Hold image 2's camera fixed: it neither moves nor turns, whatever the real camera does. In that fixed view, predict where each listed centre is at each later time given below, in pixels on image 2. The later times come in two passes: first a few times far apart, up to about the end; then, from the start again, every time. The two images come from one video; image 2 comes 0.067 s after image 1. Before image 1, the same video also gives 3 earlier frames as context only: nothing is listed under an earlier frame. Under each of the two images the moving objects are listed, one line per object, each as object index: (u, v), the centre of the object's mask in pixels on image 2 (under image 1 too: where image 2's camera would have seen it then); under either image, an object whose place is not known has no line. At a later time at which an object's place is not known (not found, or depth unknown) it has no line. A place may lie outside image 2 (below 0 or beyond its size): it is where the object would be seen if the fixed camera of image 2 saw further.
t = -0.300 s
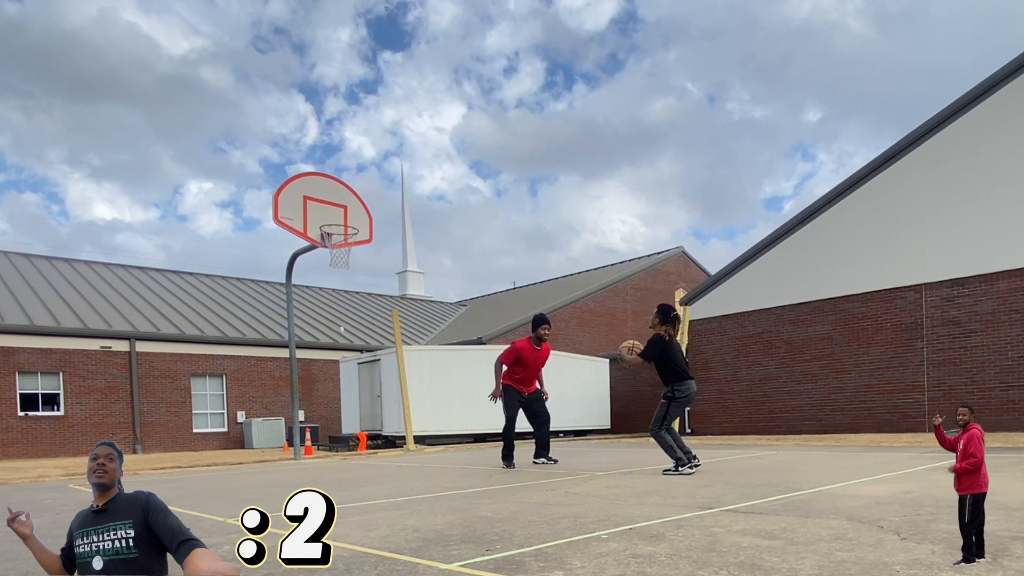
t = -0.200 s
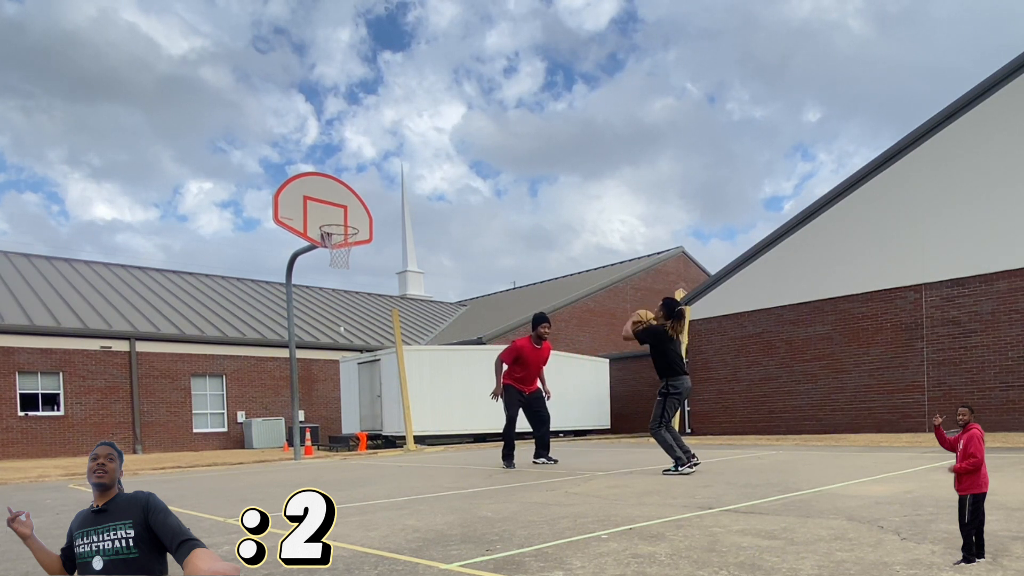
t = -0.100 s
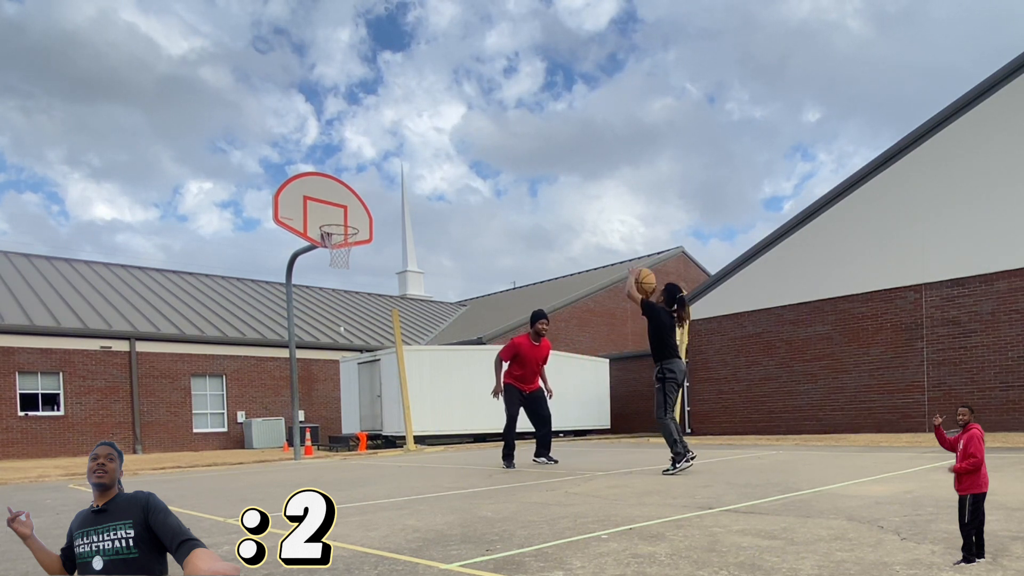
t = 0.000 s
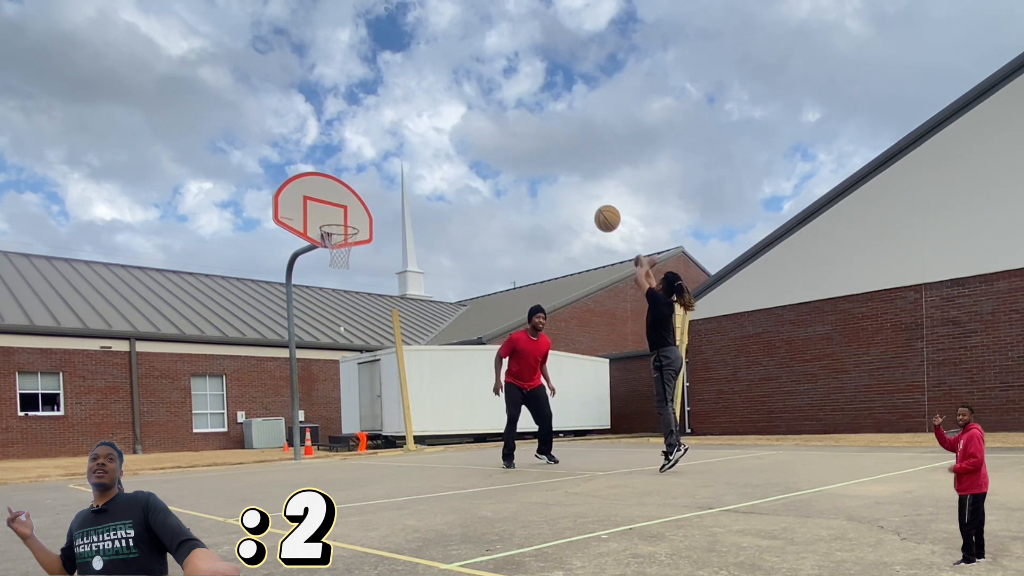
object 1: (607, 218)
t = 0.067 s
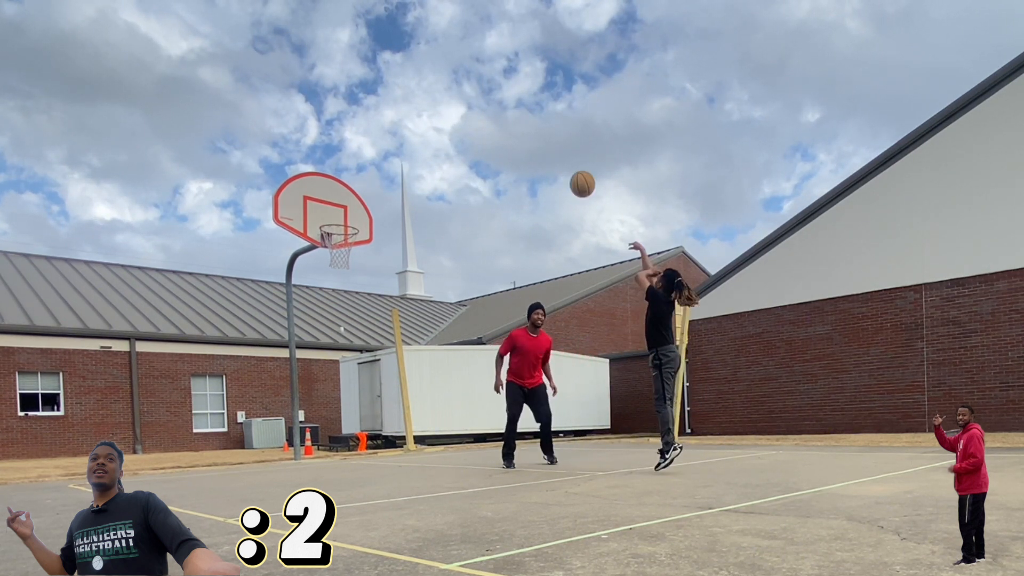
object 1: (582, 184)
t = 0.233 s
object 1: (527, 125)
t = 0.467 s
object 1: (463, 97)
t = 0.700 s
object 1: (413, 120)
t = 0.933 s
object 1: (372, 181)
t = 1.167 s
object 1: (331, 206)
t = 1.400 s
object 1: (316, 180)
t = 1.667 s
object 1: (304, 199)
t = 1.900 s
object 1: (294, 267)
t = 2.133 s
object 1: (285, 391)
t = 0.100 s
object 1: (570, 169)
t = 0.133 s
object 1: (559, 156)
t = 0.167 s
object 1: (548, 144)
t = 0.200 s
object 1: (537, 134)
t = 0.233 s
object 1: (527, 125)
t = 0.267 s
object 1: (517, 117)
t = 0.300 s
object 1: (507, 111)
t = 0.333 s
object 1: (498, 106)
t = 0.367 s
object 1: (489, 102)
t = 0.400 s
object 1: (480, 100)
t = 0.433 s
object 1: (472, 98)
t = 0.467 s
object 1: (463, 97)
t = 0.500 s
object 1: (455, 98)
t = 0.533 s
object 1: (448, 99)
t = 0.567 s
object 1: (440, 102)
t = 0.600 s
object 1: (433, 105)
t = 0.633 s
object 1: (426, 109)
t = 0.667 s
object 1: (419, 114)
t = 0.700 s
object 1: (413, 120)
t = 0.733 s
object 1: (406, 127)
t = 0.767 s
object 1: (400, 134)
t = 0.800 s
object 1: (394, 142)
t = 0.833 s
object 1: (388, 151)
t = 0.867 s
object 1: (382, 160)
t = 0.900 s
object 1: (377, 170)
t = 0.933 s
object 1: (372, 181)
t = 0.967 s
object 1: (366, 192)
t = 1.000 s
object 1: (361, 204)
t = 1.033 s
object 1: (357, 216)
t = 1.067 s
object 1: (352, 224)
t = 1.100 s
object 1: (345, 217)
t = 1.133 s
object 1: (338, 211)
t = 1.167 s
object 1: (331, 206)
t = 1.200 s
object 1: (325, 202)
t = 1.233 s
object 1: (324, 196)
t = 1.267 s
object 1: (322, 191)
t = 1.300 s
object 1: (321, 187)
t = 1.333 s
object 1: (319, 184)
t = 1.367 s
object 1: (317, 182)
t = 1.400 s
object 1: (316, 180)
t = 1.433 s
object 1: (314, 179)
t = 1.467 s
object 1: (313, 179)
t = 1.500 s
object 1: (311, 180)
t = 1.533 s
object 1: (310, 182)
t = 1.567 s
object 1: (308, 185)
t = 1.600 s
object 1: (307, 188)
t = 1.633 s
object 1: (305, 193)
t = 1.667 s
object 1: (304, 199)
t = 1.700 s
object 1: (302, 205)
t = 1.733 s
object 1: (301, 213)
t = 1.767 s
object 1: (299, 222)
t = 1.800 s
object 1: (298, 231)
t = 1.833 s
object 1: (296, 241)
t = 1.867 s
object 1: (295, 254)
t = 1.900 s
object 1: (294, 267)
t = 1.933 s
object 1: (292, 281)
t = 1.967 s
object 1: (291, 296)
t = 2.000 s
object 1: (290, 313)
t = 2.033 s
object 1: (289, 331)
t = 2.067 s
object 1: (287, 350)
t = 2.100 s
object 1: (286, 370)
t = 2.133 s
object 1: (285, 391)
